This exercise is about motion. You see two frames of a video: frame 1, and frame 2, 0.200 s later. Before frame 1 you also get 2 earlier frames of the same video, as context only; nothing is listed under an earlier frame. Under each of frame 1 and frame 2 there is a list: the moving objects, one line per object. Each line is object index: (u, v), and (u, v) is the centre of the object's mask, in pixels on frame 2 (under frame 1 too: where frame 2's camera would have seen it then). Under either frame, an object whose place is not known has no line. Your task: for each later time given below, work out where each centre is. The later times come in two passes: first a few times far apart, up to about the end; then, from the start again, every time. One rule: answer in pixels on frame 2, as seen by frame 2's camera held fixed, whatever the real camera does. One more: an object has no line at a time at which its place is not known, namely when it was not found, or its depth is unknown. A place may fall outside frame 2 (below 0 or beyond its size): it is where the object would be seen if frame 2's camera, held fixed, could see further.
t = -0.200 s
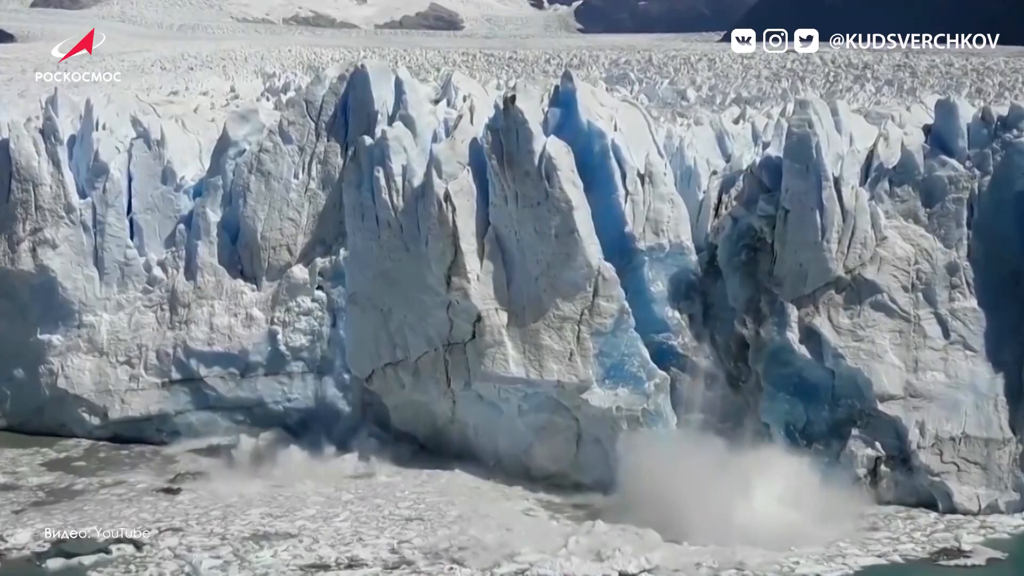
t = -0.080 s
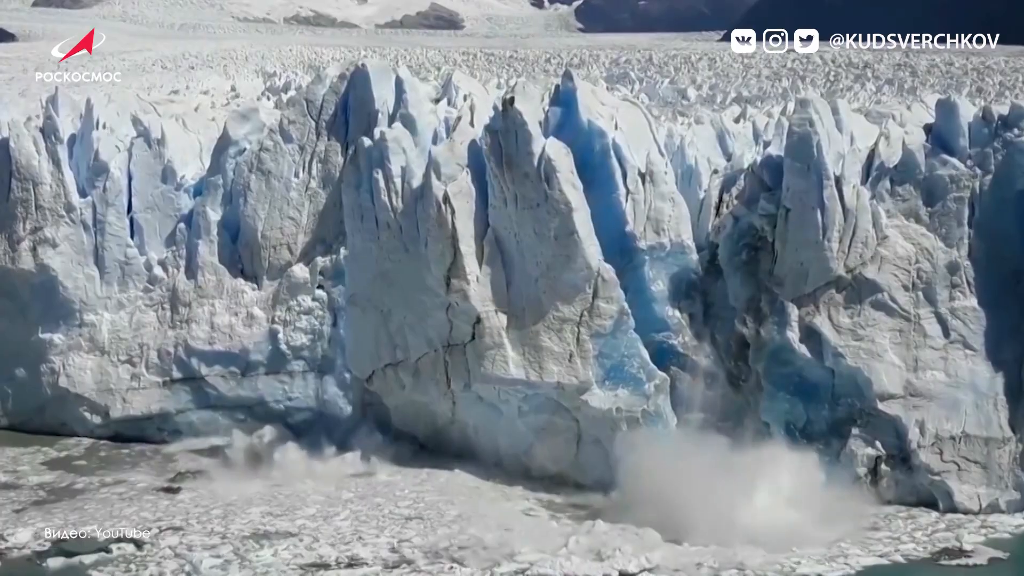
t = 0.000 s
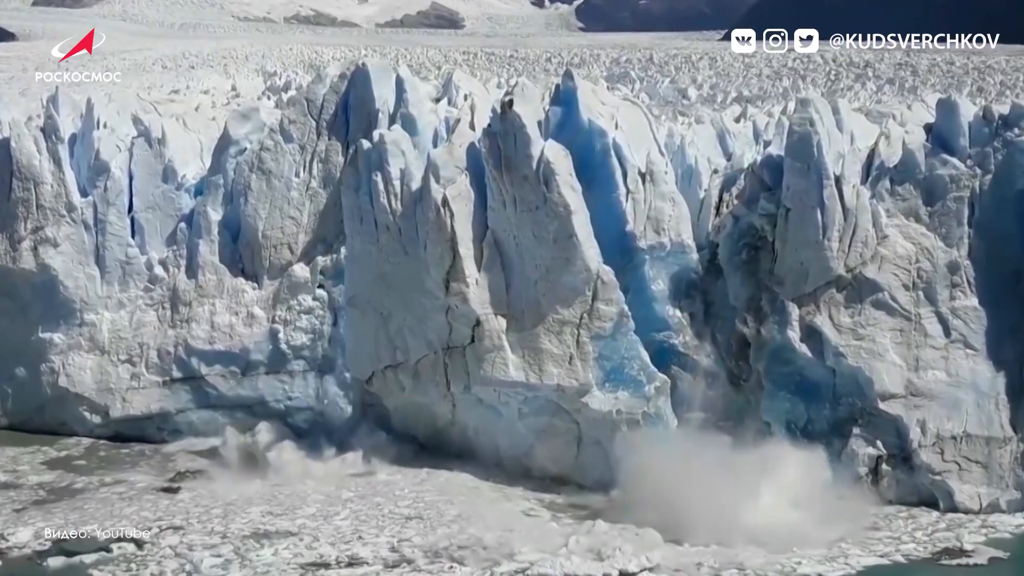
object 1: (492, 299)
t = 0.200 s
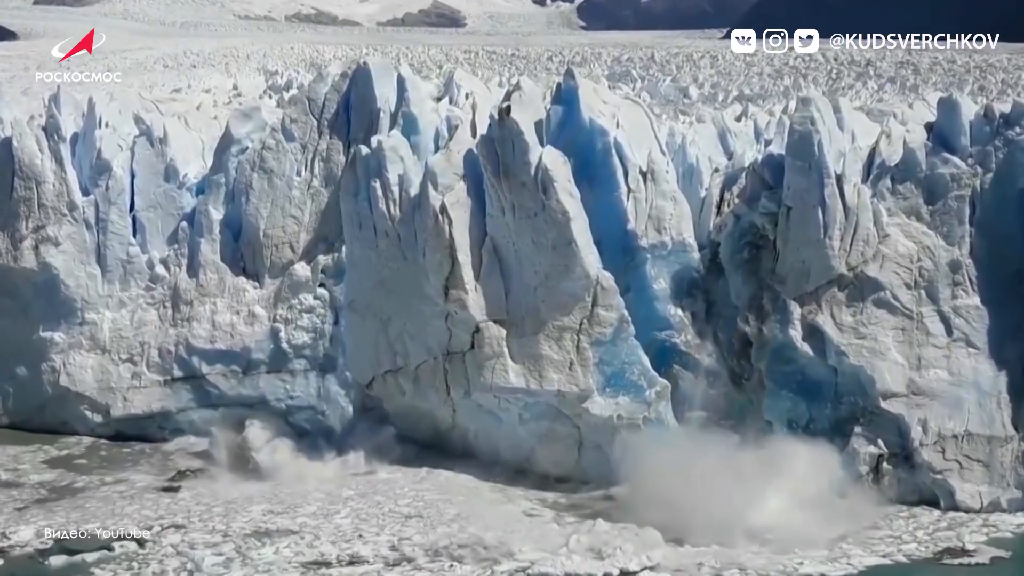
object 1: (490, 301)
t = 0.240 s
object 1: (490, 301)
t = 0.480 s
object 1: (486, 302)
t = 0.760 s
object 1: (482, 308)
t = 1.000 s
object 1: (474, 321)
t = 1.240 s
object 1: (469, 329)
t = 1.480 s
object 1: (460, 340)
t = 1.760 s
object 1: (450, 348)
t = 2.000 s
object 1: (441, 361)
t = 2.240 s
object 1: (429, 373)
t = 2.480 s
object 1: (405, 391)
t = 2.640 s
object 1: (401, 397)
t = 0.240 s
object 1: (490, 301)
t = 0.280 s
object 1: (489, 301)
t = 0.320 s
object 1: (489, 301)
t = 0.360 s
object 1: (488, 302)
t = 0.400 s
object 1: (487, 302)
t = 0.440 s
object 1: (487, 302)
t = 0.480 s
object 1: (486, 302)
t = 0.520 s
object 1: (486, 303)
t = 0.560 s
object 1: (485, 302)
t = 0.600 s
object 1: (485, 303)
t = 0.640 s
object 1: (484, 303)
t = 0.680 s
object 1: (483, 304)
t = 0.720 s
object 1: (483, 307)
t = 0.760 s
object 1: (482, 308)
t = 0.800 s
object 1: (481, 308)
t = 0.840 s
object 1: (481, 310)
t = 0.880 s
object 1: (480, 308)
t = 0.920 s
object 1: (479, 308)
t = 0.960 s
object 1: (475, 320)
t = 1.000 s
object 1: (474, 321)
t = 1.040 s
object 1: (473, 322)
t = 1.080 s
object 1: (472, 323)
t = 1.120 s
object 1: (472, 324)
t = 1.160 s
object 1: (470, 326)
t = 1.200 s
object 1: (470, 327)
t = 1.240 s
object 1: (469, 329)
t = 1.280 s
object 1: (468, 330)
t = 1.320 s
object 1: (467, 332)
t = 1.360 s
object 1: (465, 334)
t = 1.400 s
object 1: (464, 336)
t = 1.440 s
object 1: (462, 338)
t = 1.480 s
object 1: (460, 340)
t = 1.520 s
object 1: (460, 339)
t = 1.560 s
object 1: (457, 340)
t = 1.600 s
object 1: (455, 342)
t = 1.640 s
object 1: (454, 344)
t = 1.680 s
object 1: (453, 345)
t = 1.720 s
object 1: (452, 346)
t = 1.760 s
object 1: (450, 348)
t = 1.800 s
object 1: (449, 350)
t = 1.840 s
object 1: (448, 351)
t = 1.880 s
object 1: (447, 353)
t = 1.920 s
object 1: (446, 355)
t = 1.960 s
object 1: (444, 356)
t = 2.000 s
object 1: (441, 361)
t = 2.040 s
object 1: (440, 363)
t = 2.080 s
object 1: (438, 365)
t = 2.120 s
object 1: (437, 366)
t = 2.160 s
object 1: (435, 368)
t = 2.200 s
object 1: (431, 372)
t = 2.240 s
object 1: (429, 373)
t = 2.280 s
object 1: (428, 375)
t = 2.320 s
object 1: (426, 376)
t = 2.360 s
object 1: (424, 377)
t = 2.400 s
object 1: (414, 389)
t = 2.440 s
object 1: (409, 390)
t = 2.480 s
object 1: (405, 391)
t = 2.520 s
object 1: (403, 393)
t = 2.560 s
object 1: (406, 392)
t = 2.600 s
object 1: (401, 395)
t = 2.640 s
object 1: (401, 397)
